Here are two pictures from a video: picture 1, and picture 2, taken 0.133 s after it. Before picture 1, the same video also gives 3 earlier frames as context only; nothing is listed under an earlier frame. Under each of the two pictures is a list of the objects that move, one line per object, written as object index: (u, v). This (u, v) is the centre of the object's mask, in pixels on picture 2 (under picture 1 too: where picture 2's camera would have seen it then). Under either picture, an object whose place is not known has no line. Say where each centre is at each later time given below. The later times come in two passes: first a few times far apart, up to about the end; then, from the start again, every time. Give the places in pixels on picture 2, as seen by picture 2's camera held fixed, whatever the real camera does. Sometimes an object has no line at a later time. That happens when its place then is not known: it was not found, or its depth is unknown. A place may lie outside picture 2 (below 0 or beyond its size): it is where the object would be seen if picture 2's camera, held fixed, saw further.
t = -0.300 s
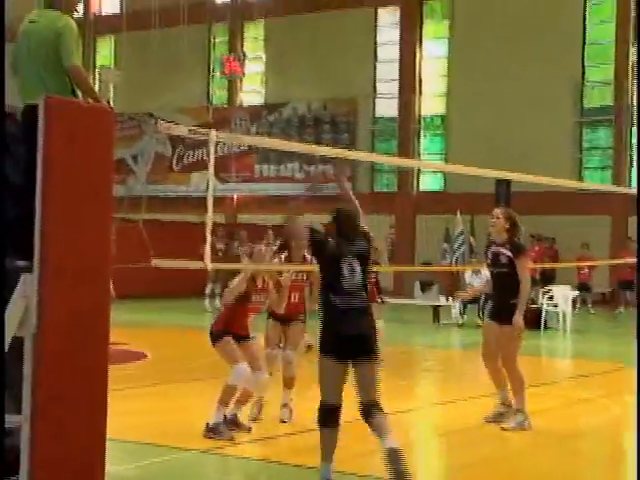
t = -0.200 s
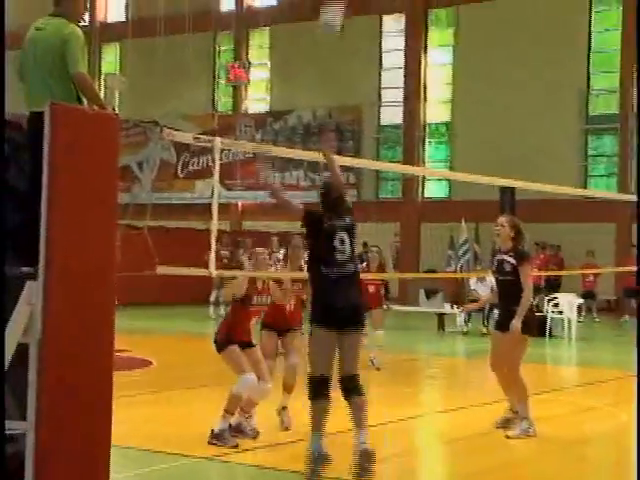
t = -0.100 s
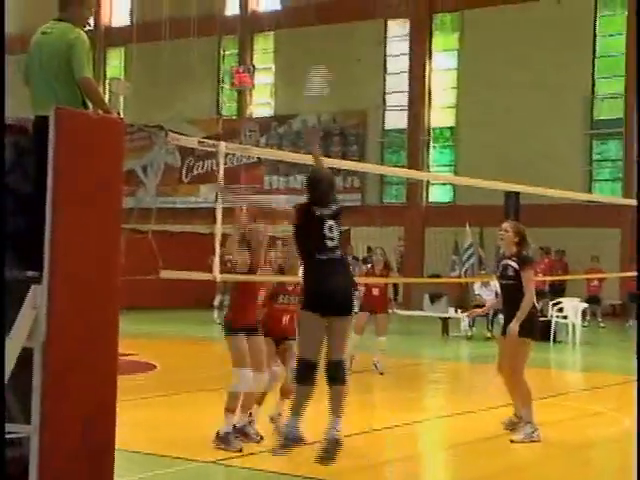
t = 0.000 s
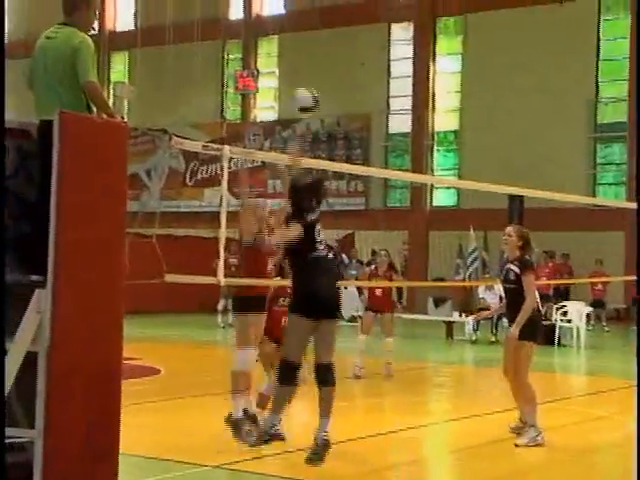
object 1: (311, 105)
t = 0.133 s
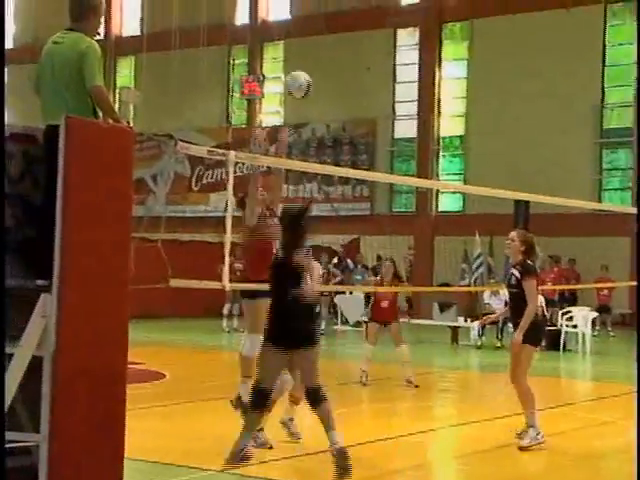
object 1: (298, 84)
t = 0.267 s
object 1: (287, 85)
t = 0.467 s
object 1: (273, 123)
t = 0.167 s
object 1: (296, 83)
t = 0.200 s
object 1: (293, 82)
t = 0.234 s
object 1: (290, 83)
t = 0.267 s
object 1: (287, 85)
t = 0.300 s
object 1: (283, 87)
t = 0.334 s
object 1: (282, 94)
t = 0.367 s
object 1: (280, 101)
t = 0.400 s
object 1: (278, 108)
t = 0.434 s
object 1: (275, 117)
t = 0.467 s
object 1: (273, 123)
